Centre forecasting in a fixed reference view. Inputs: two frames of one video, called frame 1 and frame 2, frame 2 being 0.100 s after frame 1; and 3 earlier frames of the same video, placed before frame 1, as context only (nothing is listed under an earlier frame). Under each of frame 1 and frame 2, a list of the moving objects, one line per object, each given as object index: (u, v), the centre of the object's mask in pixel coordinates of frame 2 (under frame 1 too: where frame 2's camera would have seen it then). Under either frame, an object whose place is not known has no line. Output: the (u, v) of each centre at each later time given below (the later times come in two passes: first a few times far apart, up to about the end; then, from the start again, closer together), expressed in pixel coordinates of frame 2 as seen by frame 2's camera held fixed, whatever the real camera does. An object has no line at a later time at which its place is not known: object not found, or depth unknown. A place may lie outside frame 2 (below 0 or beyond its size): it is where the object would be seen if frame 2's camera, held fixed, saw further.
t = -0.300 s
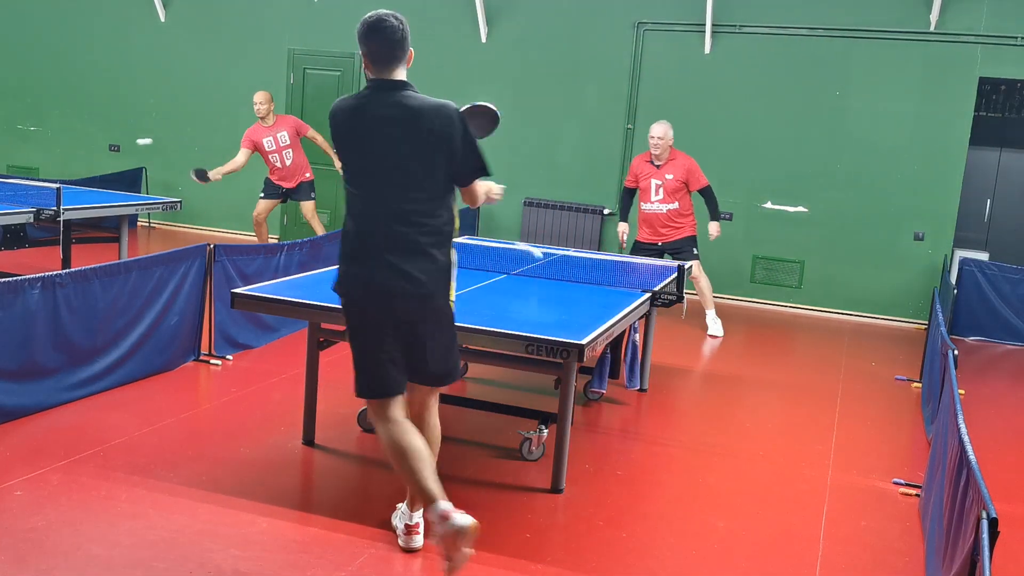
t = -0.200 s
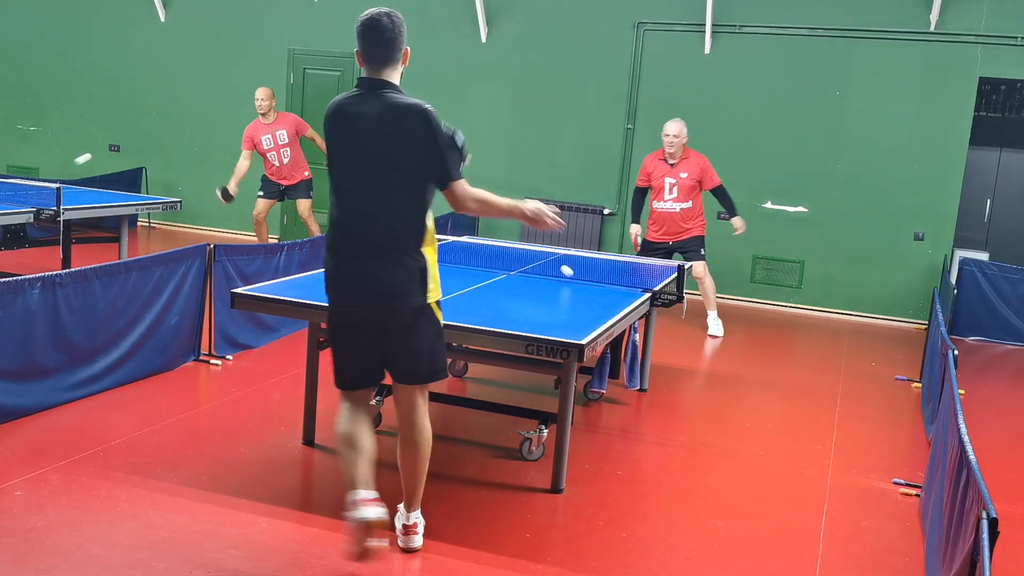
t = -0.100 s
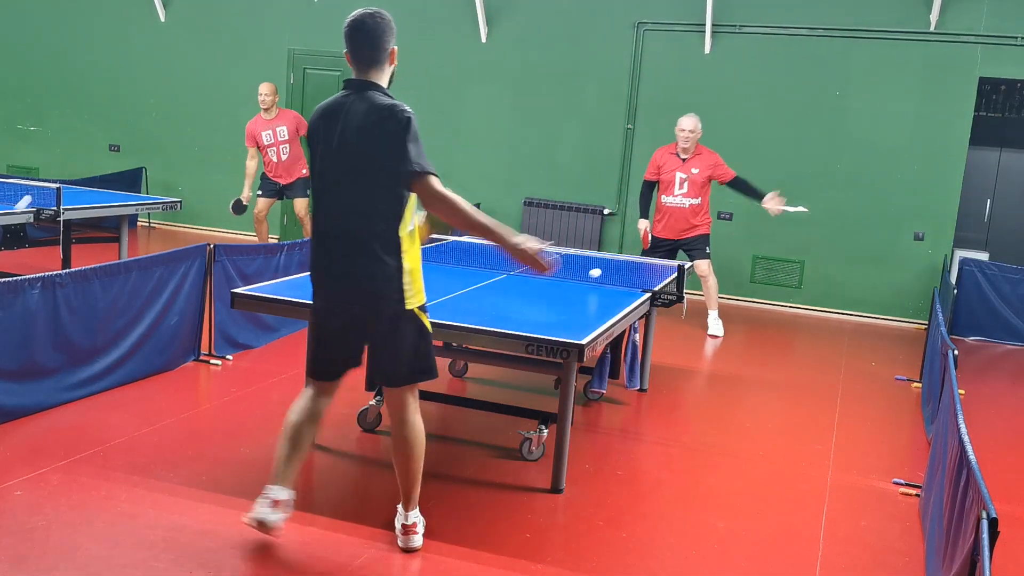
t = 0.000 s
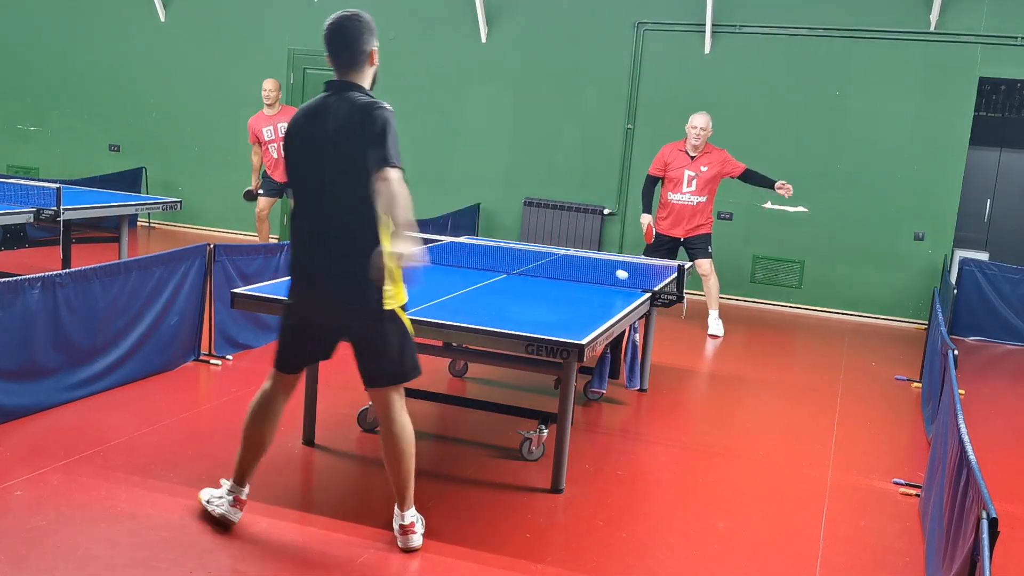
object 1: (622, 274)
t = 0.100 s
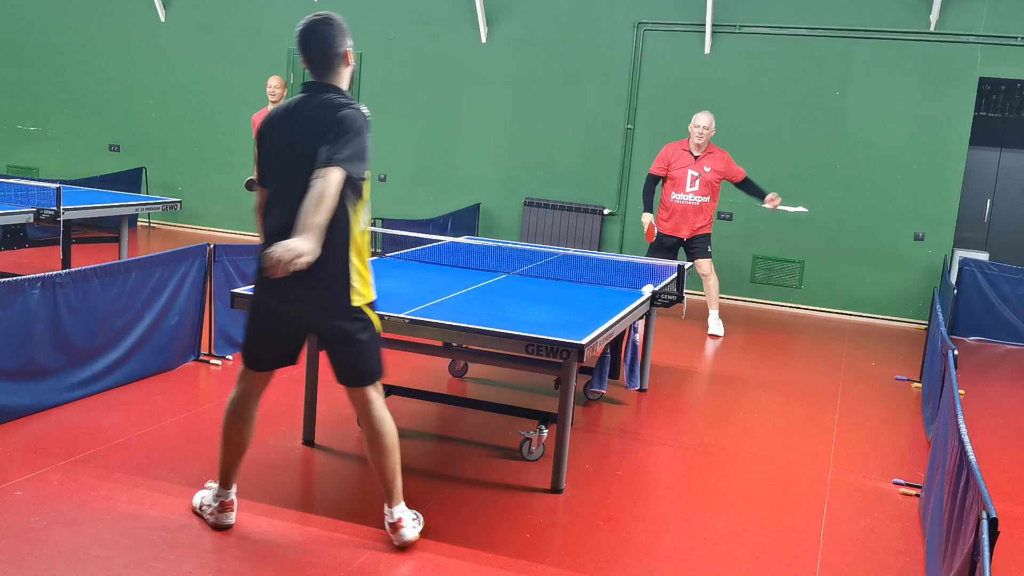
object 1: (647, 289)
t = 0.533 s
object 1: (742, 398)
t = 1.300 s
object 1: (892, 486)
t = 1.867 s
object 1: (917, 491)
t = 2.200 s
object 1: (928, 445)
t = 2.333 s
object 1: (920, 487)
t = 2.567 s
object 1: (899, 476)
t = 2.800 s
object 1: (876, 474)
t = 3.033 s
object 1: (854, 474)
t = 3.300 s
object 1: (828, 481)
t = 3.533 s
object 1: (807, 474)
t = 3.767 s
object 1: (785, 476)
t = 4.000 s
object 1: (764, 474)
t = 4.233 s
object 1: (744, 471)
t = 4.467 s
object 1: (723, 470)
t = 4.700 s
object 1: (704, 469)
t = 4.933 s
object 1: (685, 467)
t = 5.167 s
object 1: (669, 466)
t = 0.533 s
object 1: (742, 398)
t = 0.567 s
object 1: (746, 422)
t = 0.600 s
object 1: (750, 447)
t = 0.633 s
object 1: (755, 457)
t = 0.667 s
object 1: (765, 437)
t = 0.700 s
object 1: (774, 419)
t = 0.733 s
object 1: (783, 404)
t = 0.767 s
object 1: (792, 391)
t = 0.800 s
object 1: (800, 380)
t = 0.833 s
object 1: (809, 372)
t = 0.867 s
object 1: (817, 366)
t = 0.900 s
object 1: (825, 362)
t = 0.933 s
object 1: (832, 360)
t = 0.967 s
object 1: (839, 361)
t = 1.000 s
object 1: (846, 363)
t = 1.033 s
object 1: (853, 368)
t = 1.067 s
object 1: (859, 375)
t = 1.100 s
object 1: (865, 385)
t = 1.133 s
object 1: (871, 396)
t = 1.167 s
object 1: (876, 411)
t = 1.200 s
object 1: (881, 426)
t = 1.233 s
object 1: (885, 444)
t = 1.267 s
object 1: (888, 465)
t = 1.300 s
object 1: (892, 486)
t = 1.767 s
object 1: (925, 446)
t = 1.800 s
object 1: (922, 459)
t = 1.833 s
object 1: (920, 475)
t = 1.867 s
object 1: (917, 491)
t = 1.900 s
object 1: (919, 480)
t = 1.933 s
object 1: (923, 467)
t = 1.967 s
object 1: (926, 456)
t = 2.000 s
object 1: (928, 447)
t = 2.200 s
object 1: (928, 445)
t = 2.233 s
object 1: (926, 452)
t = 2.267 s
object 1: (924, 461)
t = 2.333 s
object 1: (920, 487)
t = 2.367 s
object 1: (917, 490)
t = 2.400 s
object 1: (916, 482)
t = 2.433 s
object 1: (913, 477)
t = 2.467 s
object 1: (910, 473)
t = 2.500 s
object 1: (907, 472)
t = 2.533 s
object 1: (903, 474)
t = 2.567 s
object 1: (899, 476)
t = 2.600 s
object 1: (895, 481)
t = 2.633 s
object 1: (891, 489)
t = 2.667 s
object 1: (888, 482)
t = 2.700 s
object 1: (885, 477)
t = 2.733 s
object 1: (883, 474)
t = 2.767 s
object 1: (879, 473)
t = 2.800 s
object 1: (876, 474)
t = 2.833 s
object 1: (872, 477)
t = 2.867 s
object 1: (868, 483)
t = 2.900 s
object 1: (865, 484)
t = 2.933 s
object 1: (863, 478)
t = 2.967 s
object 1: (860, 474)
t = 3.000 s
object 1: (857, 473)
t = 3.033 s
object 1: (854, 474)
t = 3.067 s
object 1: (850, 476)
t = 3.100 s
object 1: (846, 482)
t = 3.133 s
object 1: (843, 480)
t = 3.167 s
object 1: (841, 476)
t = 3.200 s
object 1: (838, 474)
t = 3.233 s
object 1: (834, 474)
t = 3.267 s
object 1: (831, 476)
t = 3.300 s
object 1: (828, 481)
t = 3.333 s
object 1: (825, 478)
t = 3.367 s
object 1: (822, 474)
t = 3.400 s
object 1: (820, 473)
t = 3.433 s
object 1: (816, 475)
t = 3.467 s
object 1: (813, 478)
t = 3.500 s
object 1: (810, 478)
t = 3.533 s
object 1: (807, 474)
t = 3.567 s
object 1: (804, 473)
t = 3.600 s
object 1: (801, 474)
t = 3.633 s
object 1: (798, 478)
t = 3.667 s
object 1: (795, 475)
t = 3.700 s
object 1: (792, 473)
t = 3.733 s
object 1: (789, 473)
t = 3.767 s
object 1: (785, 476)
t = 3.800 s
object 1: (782, 475)
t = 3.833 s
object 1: (780, 473)
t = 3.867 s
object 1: (777, 473)
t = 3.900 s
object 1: (773, 475)
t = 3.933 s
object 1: (770, 473)
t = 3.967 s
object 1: (768, 473)
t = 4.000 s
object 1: (764, 474)
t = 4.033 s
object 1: (761, 473)
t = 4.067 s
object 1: (758, 473)
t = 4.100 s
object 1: (755, 473)
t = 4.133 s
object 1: (753, 472)
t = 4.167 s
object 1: (750, 472)
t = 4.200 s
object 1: (747, 473)
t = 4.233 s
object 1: (744, 471)
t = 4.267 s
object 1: (741, 472)
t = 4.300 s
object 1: (738, 471)
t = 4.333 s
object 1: (735, 471)
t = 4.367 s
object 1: (732, 471)
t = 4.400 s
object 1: (729, 471)
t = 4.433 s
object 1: (726, 470)
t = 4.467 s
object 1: (723, 470)
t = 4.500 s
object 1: (721, 470)
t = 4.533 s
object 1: (718, 470)
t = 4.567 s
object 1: (715, 470)
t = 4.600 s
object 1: (712, 469)
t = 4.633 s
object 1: (710, 469)
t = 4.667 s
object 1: (707, 469)
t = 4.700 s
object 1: (704, 469)
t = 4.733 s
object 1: (701, 468)
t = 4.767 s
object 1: (699, 468)
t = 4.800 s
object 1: (696, 468)
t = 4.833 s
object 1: (694, 468)
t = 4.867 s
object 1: (691, 467)
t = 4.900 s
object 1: (688, 467)
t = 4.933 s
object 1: (685, 467)
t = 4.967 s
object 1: (683, 467)
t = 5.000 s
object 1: (681, 466)
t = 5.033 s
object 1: (678, 466)
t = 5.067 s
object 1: (676, 466)
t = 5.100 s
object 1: (673, 466)
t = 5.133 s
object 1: (671, 466)
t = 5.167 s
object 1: (669, 466)
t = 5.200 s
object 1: (666, 466)
